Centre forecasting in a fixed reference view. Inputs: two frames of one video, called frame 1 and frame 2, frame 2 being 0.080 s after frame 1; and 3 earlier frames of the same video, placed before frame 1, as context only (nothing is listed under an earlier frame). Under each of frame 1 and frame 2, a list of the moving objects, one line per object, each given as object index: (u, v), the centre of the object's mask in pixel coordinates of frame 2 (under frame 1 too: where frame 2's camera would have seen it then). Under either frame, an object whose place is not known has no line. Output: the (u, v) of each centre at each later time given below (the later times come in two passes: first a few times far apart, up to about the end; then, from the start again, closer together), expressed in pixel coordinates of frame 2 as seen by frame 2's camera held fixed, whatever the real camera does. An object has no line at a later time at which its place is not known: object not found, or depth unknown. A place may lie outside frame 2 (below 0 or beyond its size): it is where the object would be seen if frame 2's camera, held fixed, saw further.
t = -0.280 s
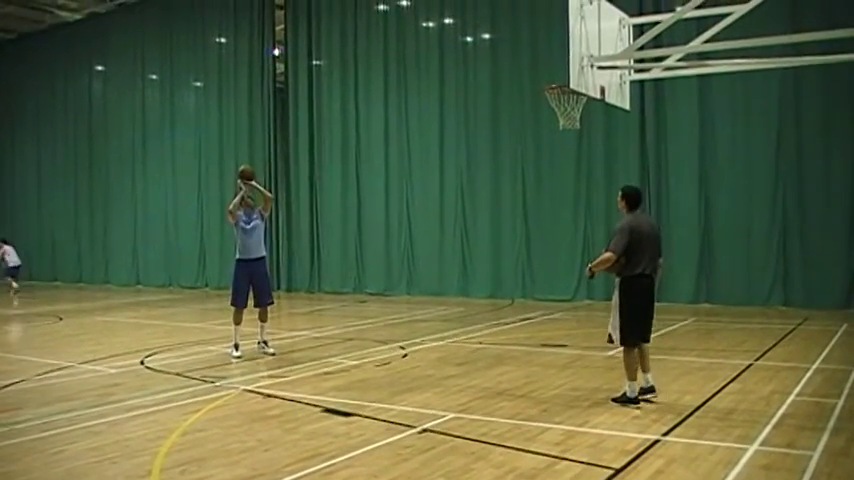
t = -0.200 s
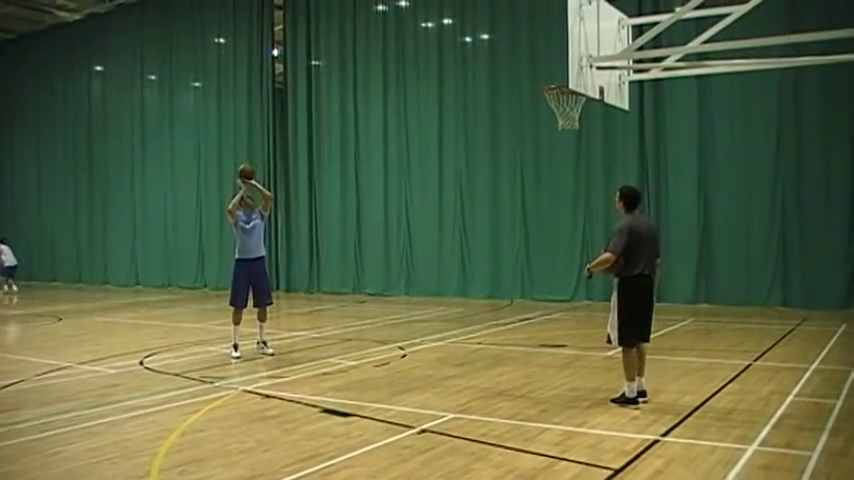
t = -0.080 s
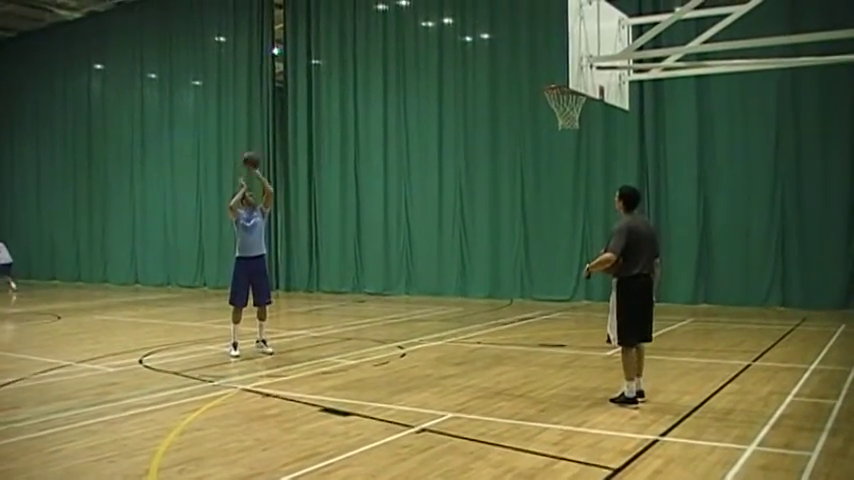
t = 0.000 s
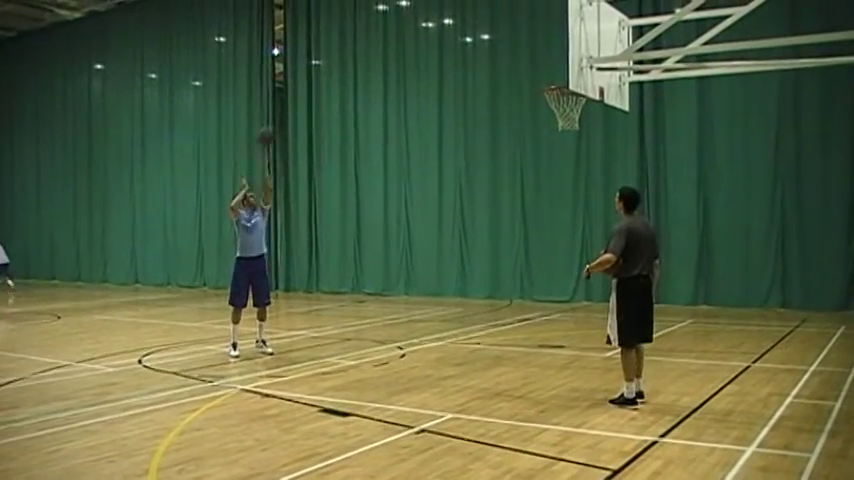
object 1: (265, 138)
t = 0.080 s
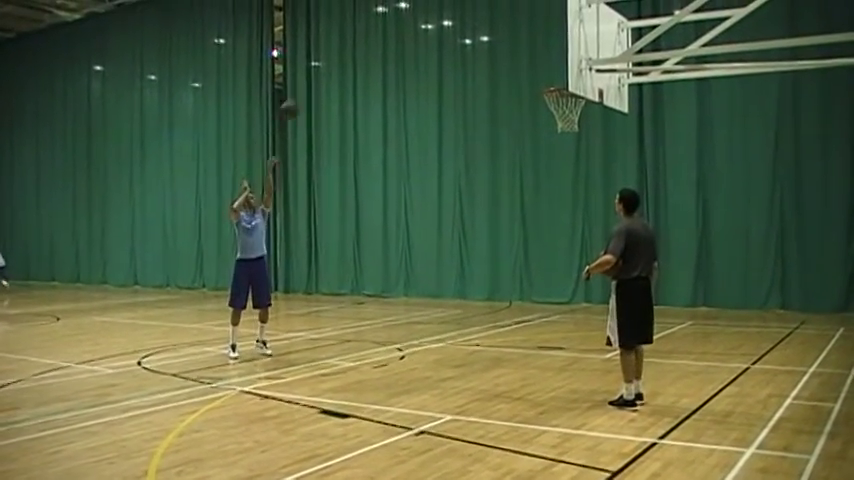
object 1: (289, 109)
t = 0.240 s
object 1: (340, 67)
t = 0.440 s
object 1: (407, 41)
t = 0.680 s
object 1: (495, 55)
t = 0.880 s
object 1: (554, 69)
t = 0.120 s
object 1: (301, 96)
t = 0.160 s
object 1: (313, 86)
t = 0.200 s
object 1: (327, 76)
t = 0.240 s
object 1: (340, 67)
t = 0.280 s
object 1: (353, 59)
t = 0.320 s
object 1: (365, 53)
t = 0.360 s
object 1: (379, 47)
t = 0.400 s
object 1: (392, 43)
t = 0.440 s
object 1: (407, 41)
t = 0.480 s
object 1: (420, 40)
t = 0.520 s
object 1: (436, 41)
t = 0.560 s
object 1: (449, 42)
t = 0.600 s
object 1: (464, 45)
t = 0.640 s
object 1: (481, 50)
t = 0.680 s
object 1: (495, 55)
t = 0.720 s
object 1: (509, 62)
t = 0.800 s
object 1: (541, 81)
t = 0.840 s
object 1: (548, 78)
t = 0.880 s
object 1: (554, 69)
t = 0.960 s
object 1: (561, 57)
